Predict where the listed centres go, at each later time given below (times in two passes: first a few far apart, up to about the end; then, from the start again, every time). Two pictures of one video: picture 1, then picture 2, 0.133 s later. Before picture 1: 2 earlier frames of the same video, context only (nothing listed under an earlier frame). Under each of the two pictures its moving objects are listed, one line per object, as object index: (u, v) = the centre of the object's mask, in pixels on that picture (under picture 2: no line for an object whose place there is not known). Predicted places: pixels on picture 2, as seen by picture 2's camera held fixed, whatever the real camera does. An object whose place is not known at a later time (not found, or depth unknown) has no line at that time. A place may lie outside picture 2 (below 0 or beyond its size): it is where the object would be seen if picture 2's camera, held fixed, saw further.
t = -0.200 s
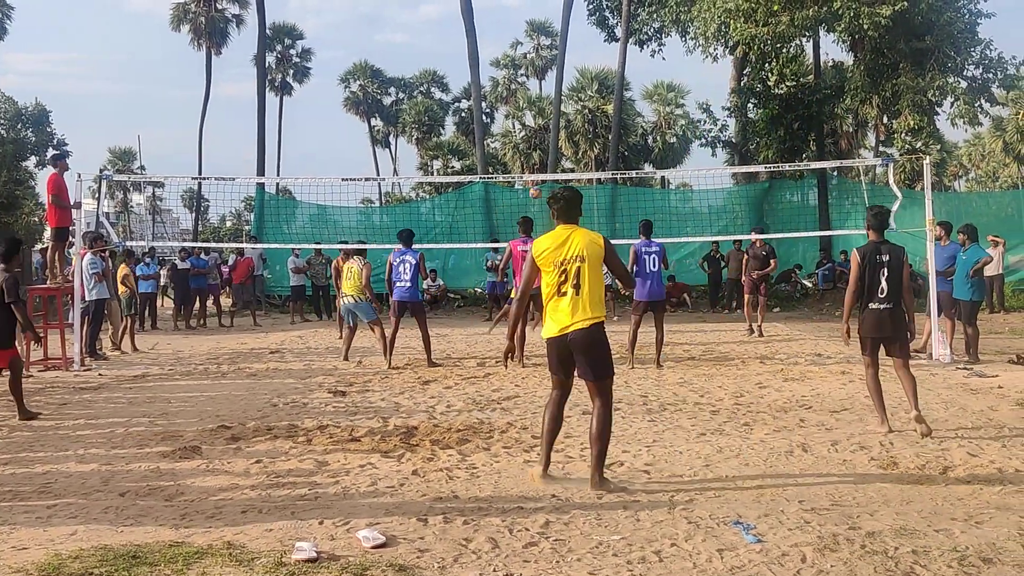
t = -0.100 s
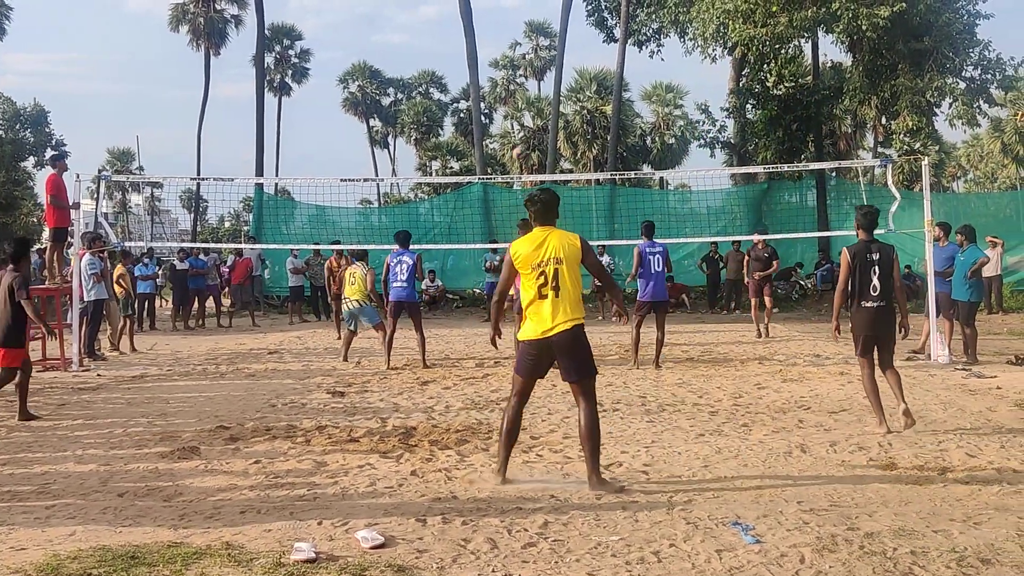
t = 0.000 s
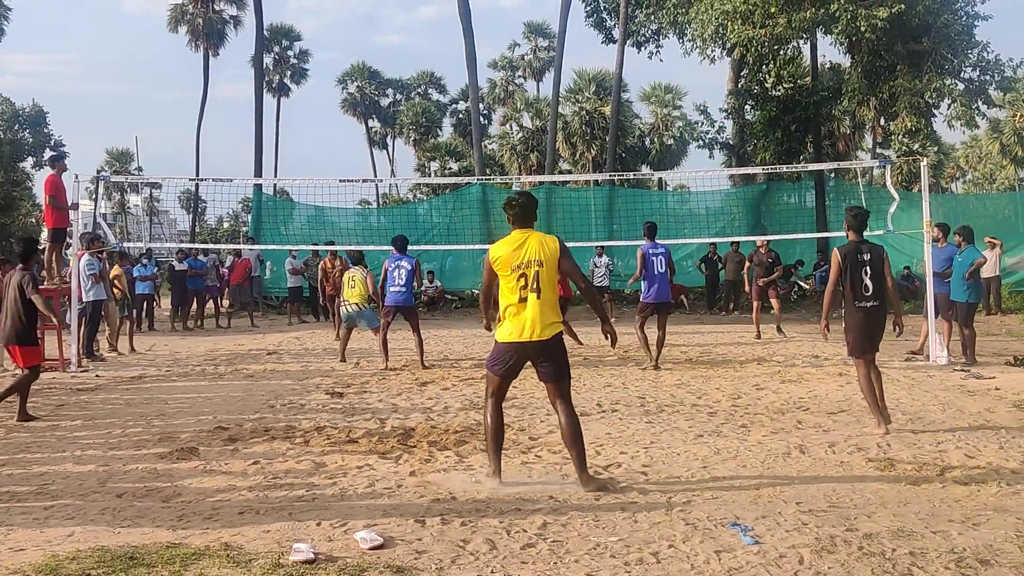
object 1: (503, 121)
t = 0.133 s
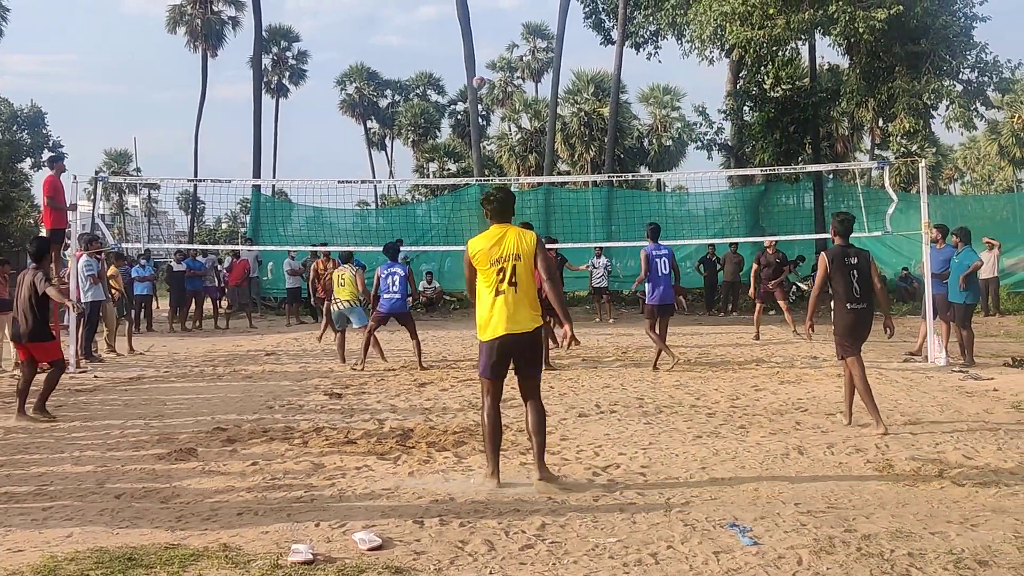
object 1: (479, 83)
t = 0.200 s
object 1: (467, 66)
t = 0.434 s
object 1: (429, 32)
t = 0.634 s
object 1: (393, 28)
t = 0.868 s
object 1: (350, 55)
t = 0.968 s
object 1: (332, 78)
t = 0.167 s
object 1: (473, 74)
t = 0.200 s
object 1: (467, 66)
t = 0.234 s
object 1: (462, 60)
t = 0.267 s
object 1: (457, 54)
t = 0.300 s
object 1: (452, 48)
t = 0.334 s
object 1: (446, 43)
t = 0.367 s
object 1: (440, 39)
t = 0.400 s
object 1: (434, 35)
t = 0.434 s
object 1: (429, 32)
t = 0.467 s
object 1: (423, 30)
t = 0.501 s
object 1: (417, 28)
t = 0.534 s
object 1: (411, 27)
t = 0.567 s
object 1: (405, 27)
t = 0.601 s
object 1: (399, 27)
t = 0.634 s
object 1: (393, 28)
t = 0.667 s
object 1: (387, 30)
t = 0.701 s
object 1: (381, 32)
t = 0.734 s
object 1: (375, 35)
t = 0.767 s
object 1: (369, 39)
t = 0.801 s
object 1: (363, 44)
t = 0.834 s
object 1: (357, 49)
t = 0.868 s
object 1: (350, 55)
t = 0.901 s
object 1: (344, 62)
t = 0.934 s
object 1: (338, 69)
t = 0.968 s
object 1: (332, 78)
